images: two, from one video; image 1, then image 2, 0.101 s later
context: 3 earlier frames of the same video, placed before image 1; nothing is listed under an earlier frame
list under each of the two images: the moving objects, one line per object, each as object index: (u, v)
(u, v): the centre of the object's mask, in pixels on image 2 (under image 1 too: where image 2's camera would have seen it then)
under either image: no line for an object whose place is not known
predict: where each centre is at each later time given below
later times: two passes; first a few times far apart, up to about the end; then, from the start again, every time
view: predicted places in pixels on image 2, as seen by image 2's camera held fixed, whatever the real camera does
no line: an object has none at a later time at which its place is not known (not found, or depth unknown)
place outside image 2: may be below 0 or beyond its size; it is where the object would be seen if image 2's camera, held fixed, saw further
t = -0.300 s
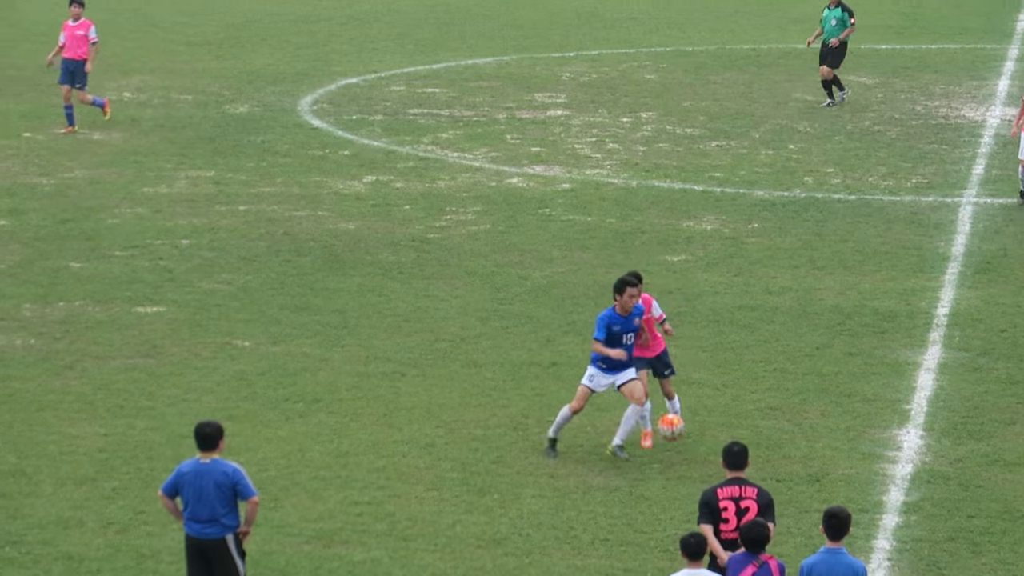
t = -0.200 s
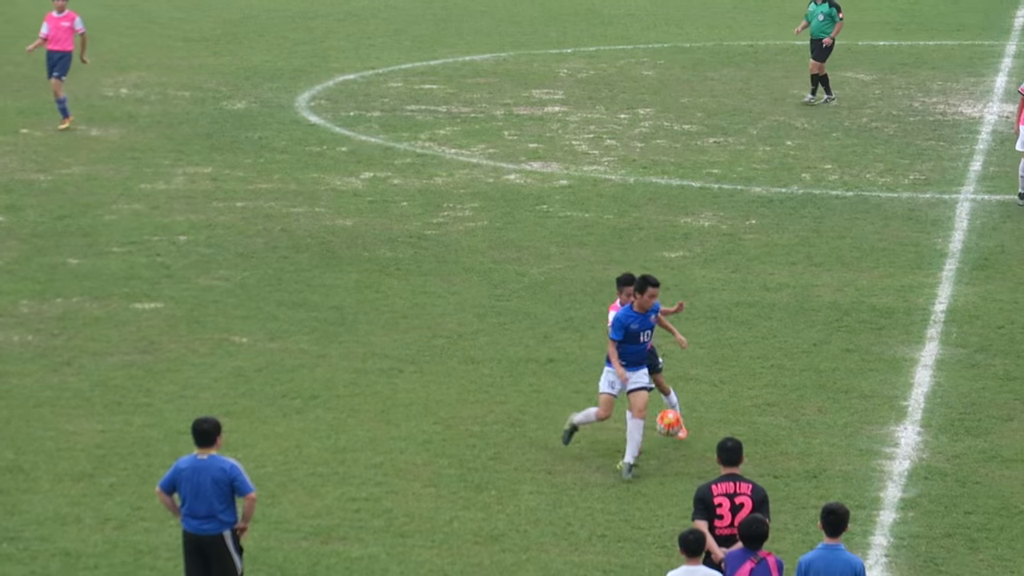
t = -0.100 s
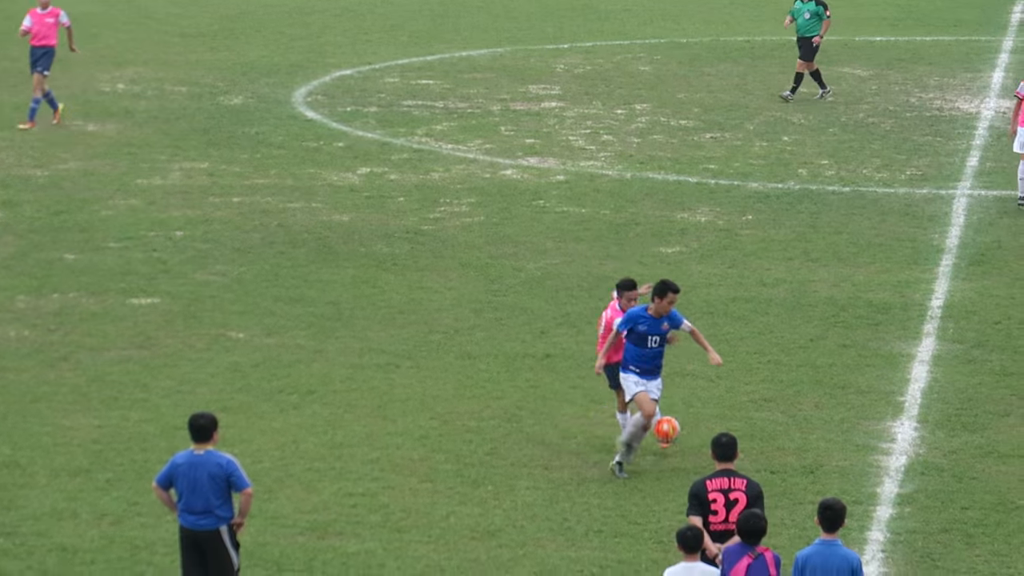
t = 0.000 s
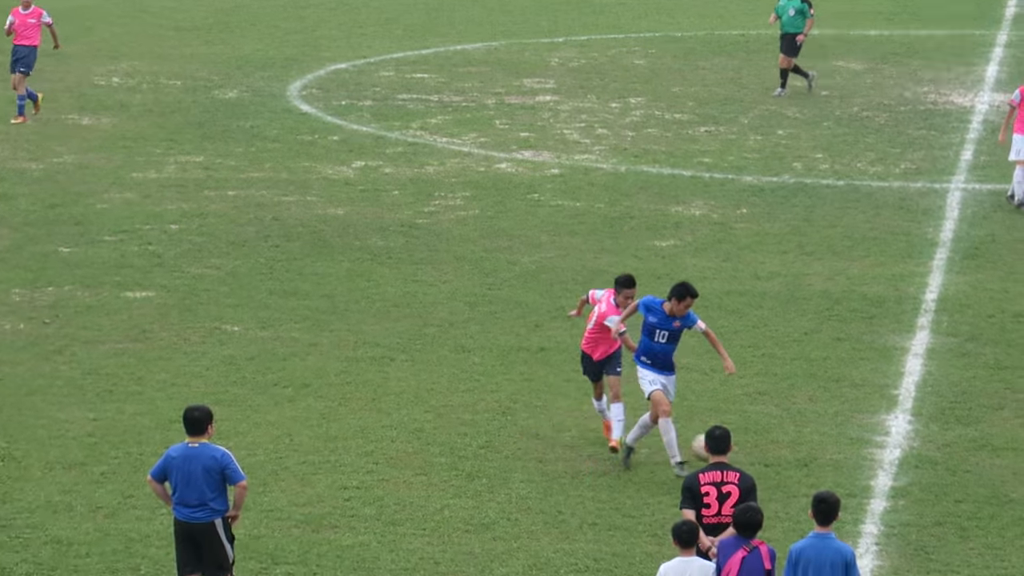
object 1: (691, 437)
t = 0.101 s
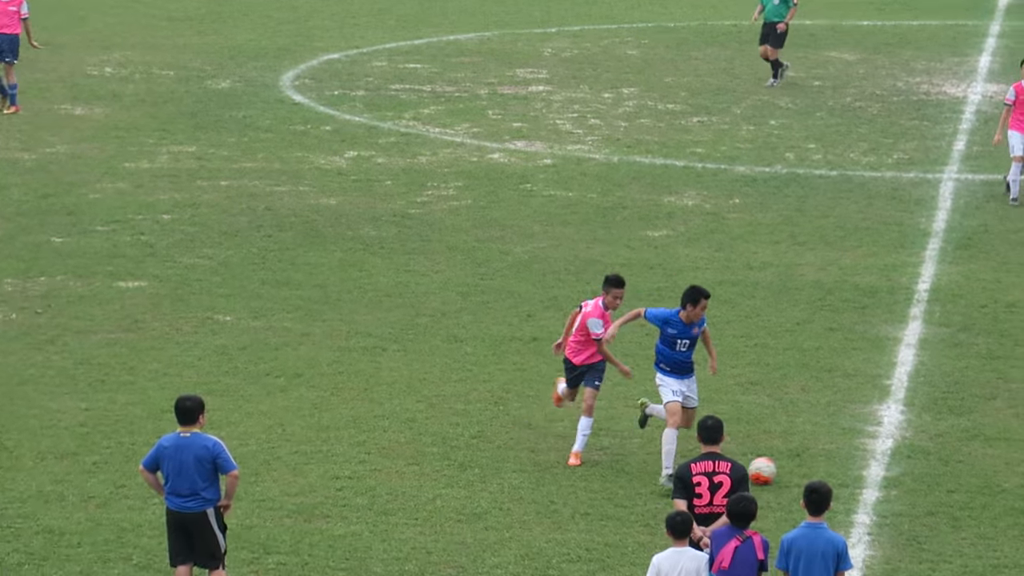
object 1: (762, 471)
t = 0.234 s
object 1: (822, 455)
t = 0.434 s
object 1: (913, 473)
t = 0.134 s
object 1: (776, 465)
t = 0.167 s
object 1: (791, 460)
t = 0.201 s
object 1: (806, 457)
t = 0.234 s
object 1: (822, 455)
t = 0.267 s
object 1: (837, 455)
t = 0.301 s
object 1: (851, 455)
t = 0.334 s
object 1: (867, 458)
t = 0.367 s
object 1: (883, 462)
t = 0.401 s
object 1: (899, 467)
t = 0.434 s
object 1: (913, 473)
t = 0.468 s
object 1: (929, 482)
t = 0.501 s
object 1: (944, 492)
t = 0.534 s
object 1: (960, 504)
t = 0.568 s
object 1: (976, 516)
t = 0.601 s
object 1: (992, 523)
